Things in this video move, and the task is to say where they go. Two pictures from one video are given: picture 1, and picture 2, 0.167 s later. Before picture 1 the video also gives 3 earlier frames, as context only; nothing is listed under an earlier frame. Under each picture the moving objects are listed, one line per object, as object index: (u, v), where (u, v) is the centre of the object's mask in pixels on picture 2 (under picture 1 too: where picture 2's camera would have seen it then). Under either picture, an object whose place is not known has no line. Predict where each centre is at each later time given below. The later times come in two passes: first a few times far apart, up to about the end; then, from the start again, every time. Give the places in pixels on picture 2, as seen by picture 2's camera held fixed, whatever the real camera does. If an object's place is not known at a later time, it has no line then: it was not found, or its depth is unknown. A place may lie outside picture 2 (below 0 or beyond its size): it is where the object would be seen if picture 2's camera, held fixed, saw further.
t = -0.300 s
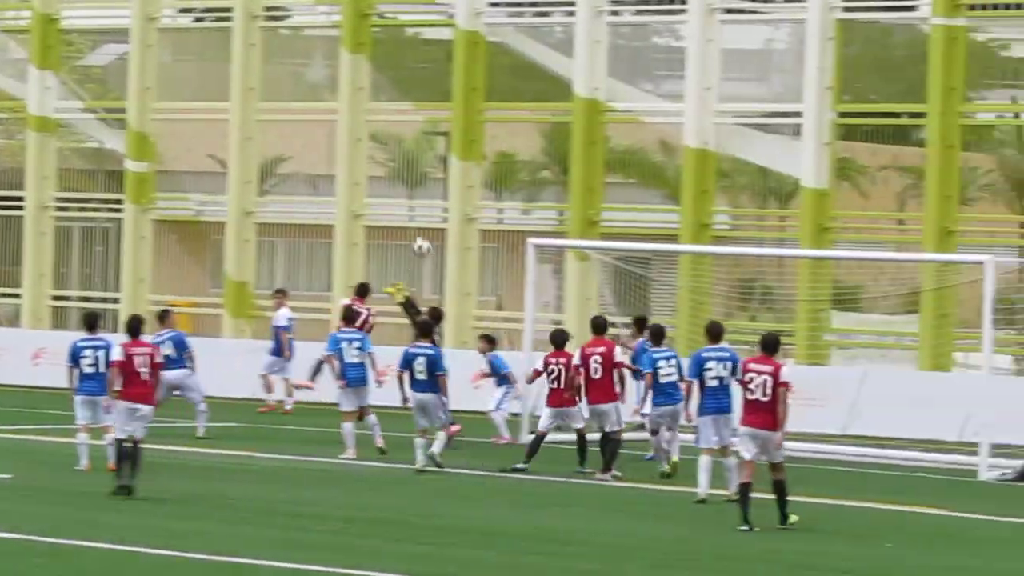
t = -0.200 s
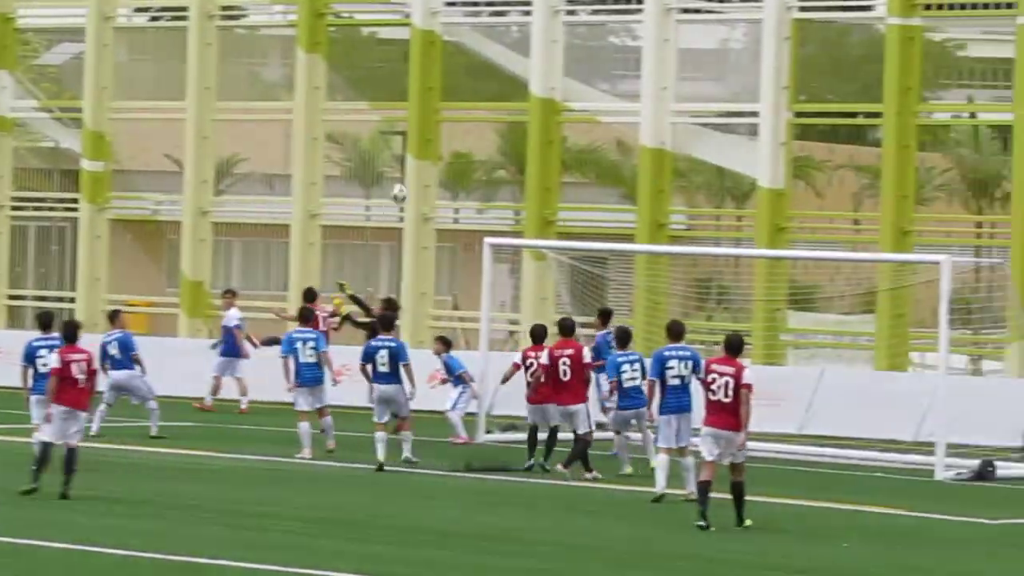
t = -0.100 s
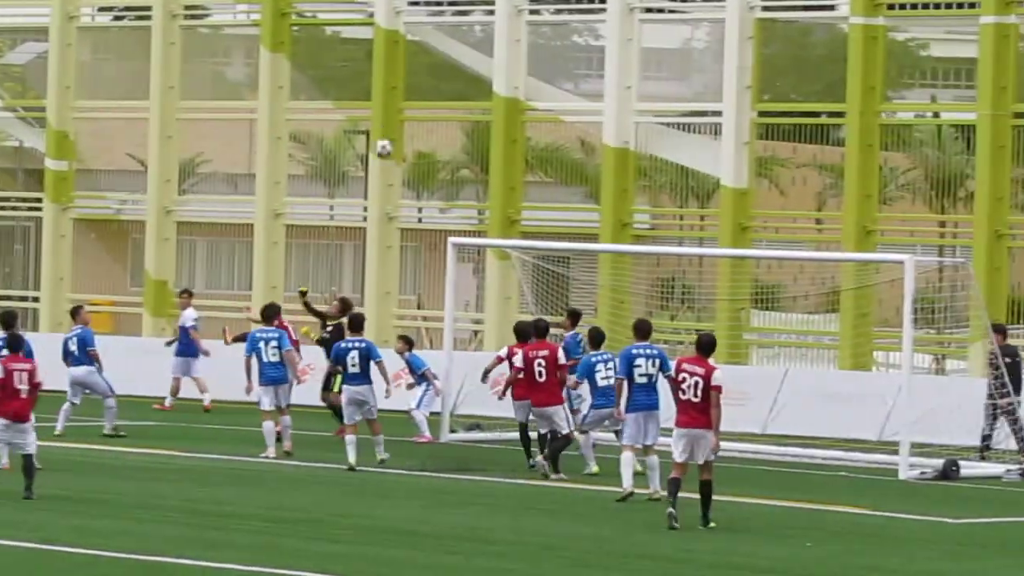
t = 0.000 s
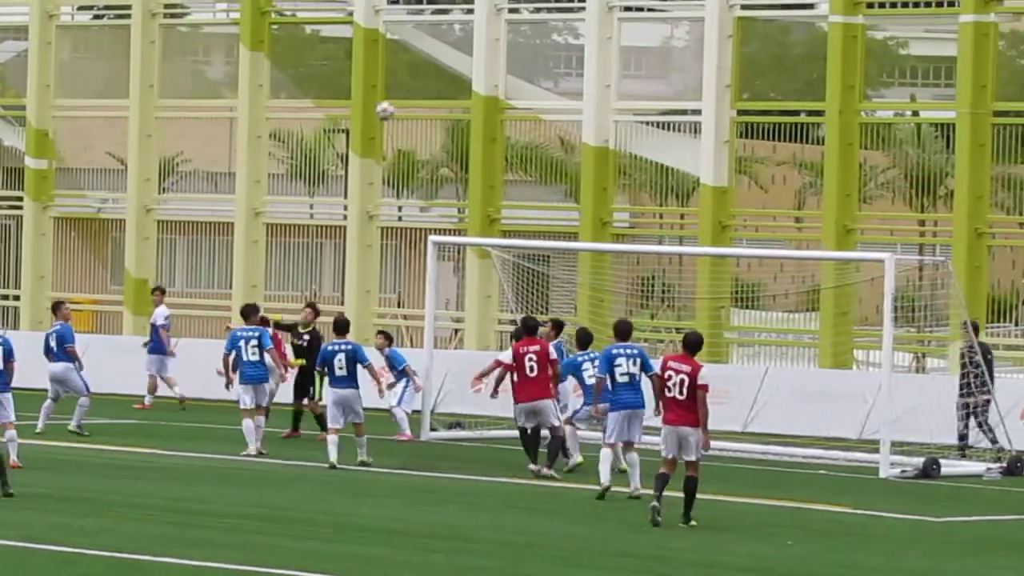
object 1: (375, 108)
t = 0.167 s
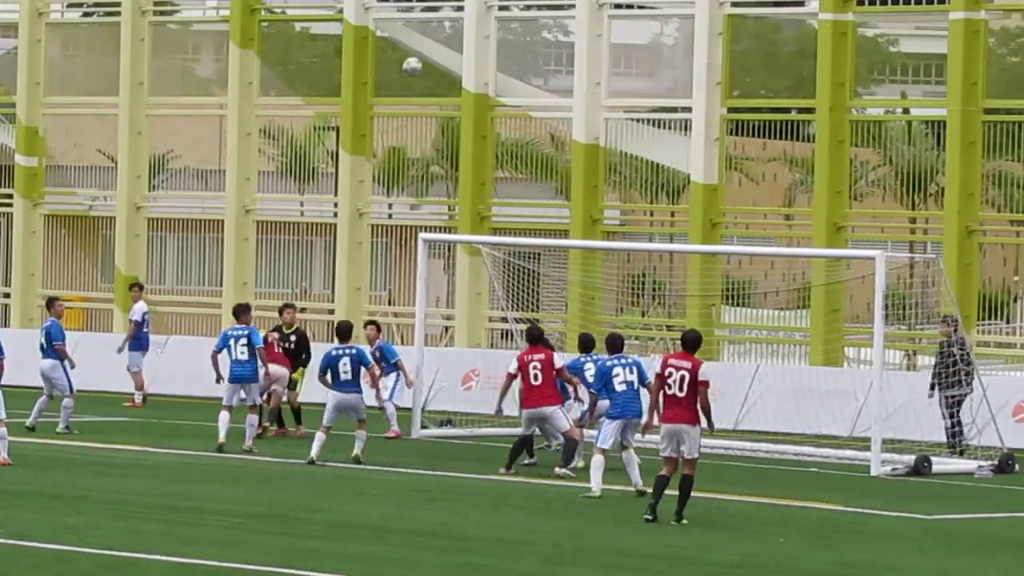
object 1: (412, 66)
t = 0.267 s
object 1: (435, 53)
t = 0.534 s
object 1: (499, 59)
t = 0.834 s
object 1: (571, 140)
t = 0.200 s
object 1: (419, 60)
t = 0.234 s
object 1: (427, 56)
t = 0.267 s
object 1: (435, 53)
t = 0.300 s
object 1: (442, 50)
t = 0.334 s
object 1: (451, 48)
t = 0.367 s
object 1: (458, 48)
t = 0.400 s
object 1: (466, 49)
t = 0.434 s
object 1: (475, 49)
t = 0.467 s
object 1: (482, 51)
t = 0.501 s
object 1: (491, 54)
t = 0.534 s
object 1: (499, 59)
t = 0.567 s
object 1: (507, 64)
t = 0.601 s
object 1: (515, 70)
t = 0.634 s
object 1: (523, 77)
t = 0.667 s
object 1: (531, 85)
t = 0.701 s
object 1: (540, 94)
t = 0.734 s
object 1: (549, 105)
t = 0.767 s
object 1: (555, 116)
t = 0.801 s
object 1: (564, 127)
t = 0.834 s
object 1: (571, 140)
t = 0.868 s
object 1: (581, 154)
